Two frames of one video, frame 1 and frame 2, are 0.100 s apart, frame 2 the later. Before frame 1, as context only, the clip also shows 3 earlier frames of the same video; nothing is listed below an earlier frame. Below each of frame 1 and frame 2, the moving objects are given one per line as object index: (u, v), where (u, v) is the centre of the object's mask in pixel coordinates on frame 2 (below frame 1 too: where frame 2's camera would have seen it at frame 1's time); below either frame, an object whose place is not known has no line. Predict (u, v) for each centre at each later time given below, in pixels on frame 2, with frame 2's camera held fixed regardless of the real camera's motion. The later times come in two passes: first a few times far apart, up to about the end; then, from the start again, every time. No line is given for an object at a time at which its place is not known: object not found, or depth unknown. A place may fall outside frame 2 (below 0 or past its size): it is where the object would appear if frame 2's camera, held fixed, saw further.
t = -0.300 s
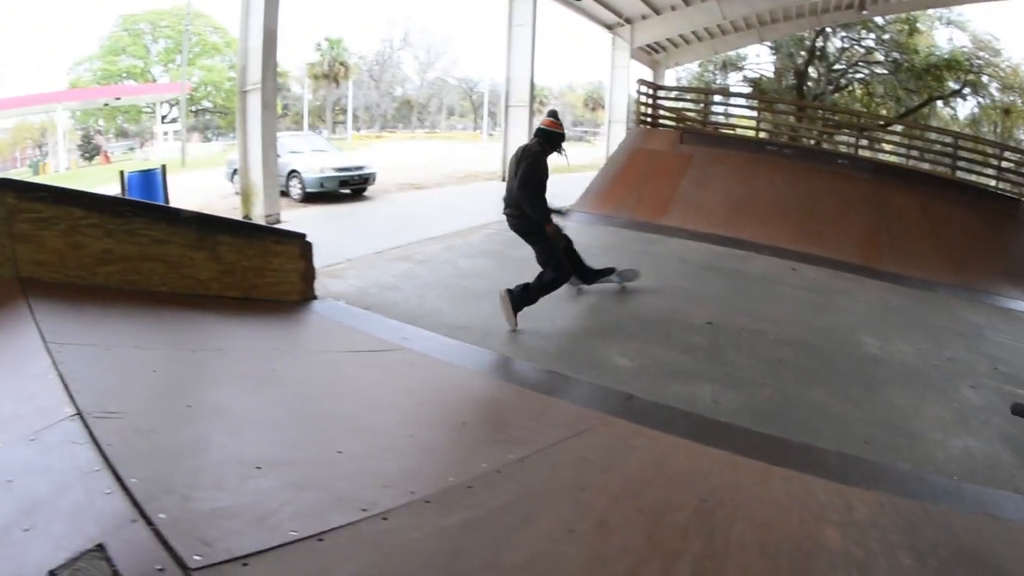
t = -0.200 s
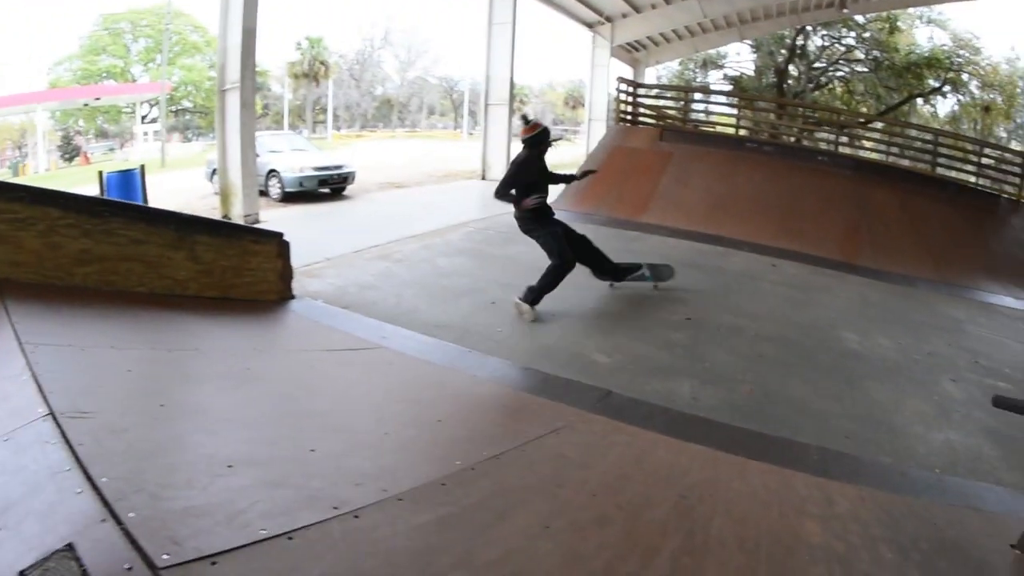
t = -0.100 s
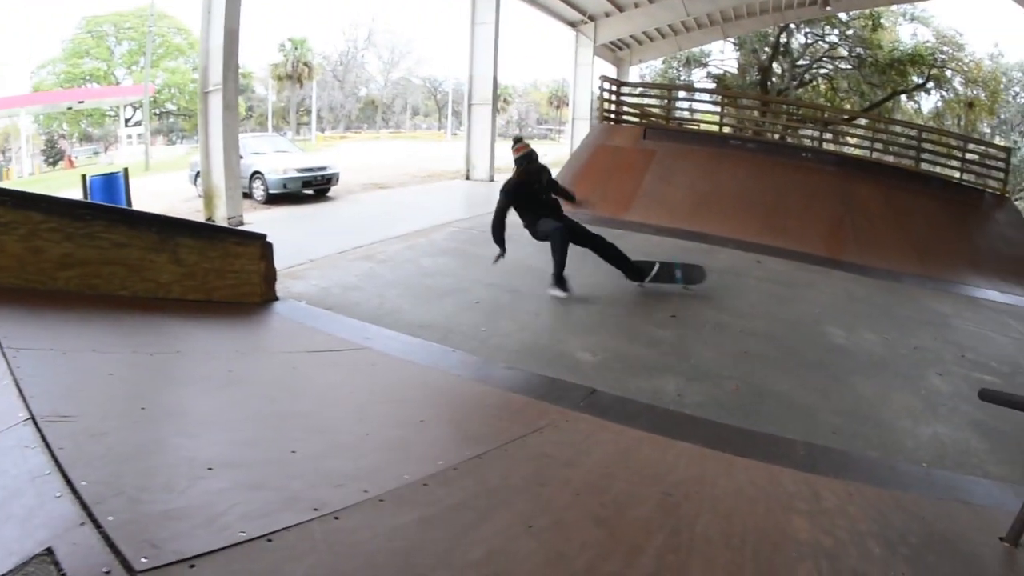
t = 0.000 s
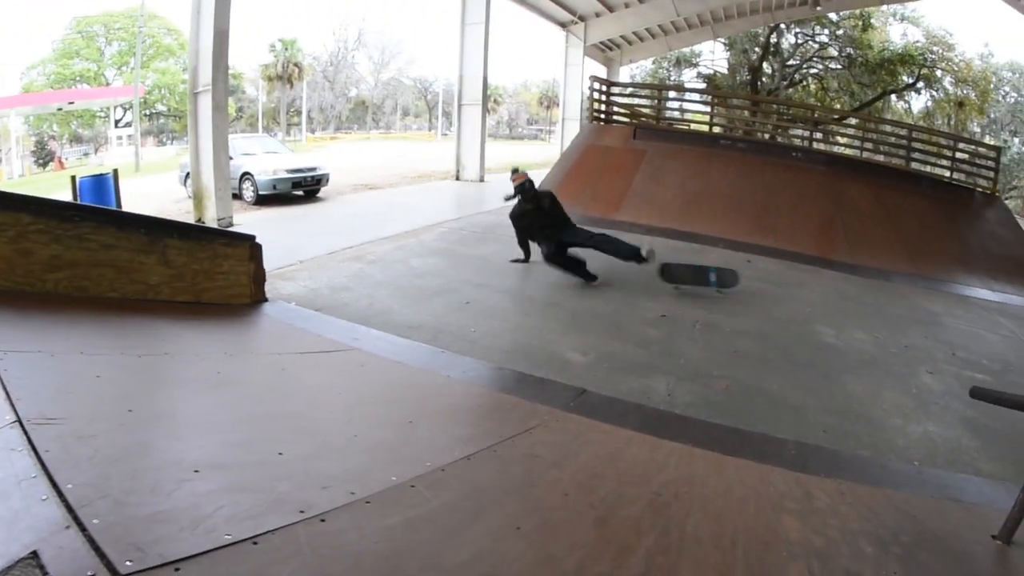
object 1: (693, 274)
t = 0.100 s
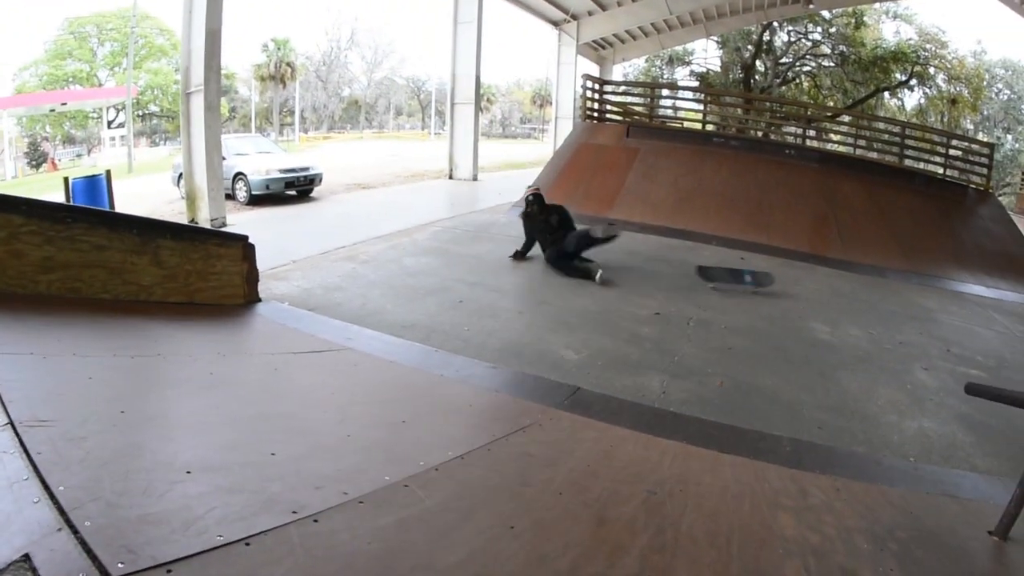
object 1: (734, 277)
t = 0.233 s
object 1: (786, 286)
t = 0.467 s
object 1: (871, 298)
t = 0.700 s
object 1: (945, 311)
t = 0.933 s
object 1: (1009, 328)
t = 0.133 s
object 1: (747, 280)
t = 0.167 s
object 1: (760, 284)
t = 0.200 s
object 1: (774, 285)
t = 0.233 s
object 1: (786, 286)
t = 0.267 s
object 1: (798, 288)
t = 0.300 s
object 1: (810, 289)
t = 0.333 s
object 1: (823, 291)
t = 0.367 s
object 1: (835, 293)
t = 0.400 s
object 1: (847, 295)
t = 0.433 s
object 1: (859, 296)
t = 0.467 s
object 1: (871, 298)
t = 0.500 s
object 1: (882, 300)
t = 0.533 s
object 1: (893, 302)
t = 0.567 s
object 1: (904, 304)
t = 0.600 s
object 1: (915, 306)
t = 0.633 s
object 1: (925, 308)
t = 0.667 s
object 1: (935, 310)
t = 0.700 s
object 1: (945, 311)
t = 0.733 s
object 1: (955, 314)
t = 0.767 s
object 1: (964, 316)
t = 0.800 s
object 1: (975, 318)
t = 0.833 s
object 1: (983, 321)
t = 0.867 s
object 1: (992, 323)
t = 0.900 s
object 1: (1001, 326)
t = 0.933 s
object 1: (1009, 328)
